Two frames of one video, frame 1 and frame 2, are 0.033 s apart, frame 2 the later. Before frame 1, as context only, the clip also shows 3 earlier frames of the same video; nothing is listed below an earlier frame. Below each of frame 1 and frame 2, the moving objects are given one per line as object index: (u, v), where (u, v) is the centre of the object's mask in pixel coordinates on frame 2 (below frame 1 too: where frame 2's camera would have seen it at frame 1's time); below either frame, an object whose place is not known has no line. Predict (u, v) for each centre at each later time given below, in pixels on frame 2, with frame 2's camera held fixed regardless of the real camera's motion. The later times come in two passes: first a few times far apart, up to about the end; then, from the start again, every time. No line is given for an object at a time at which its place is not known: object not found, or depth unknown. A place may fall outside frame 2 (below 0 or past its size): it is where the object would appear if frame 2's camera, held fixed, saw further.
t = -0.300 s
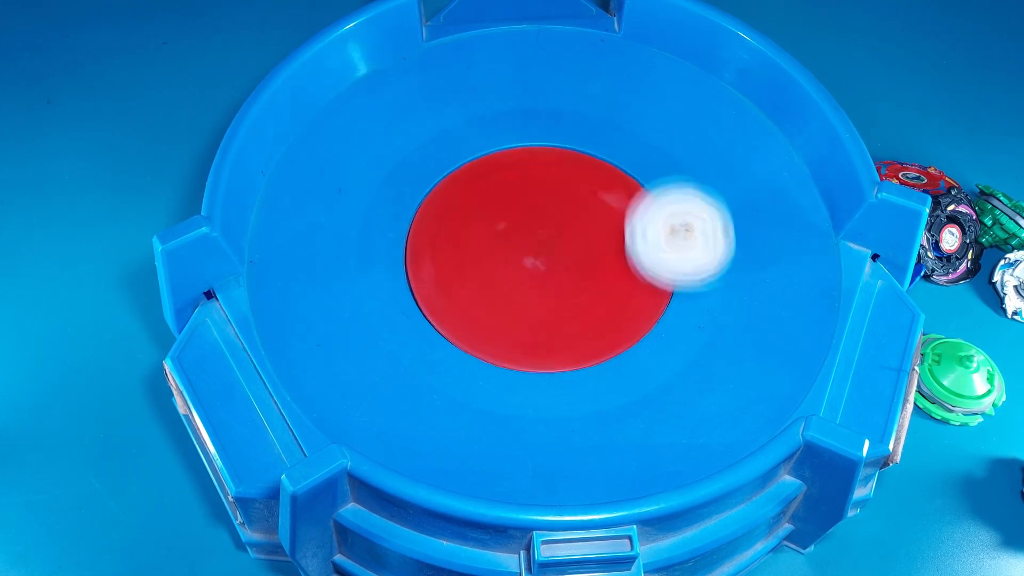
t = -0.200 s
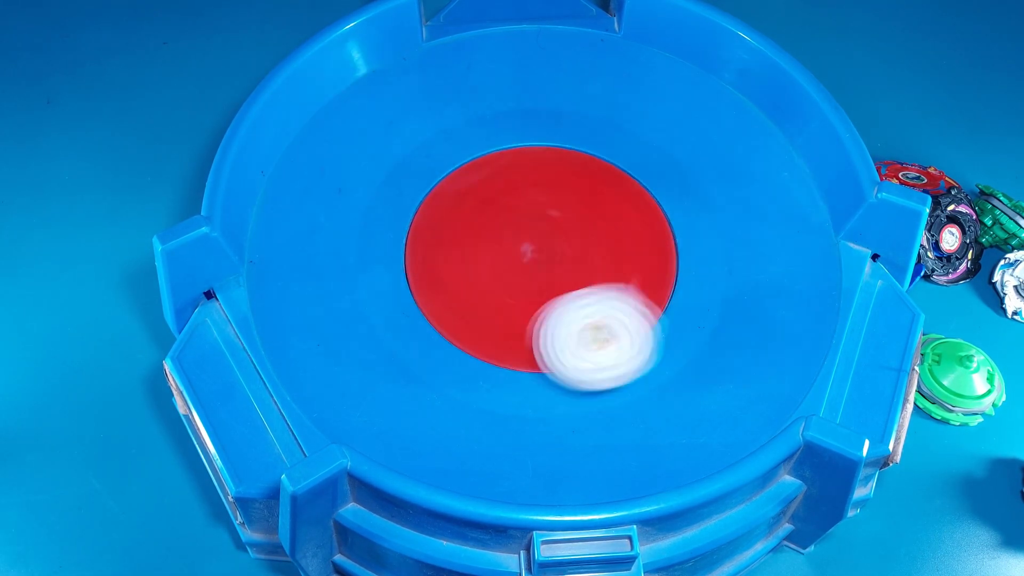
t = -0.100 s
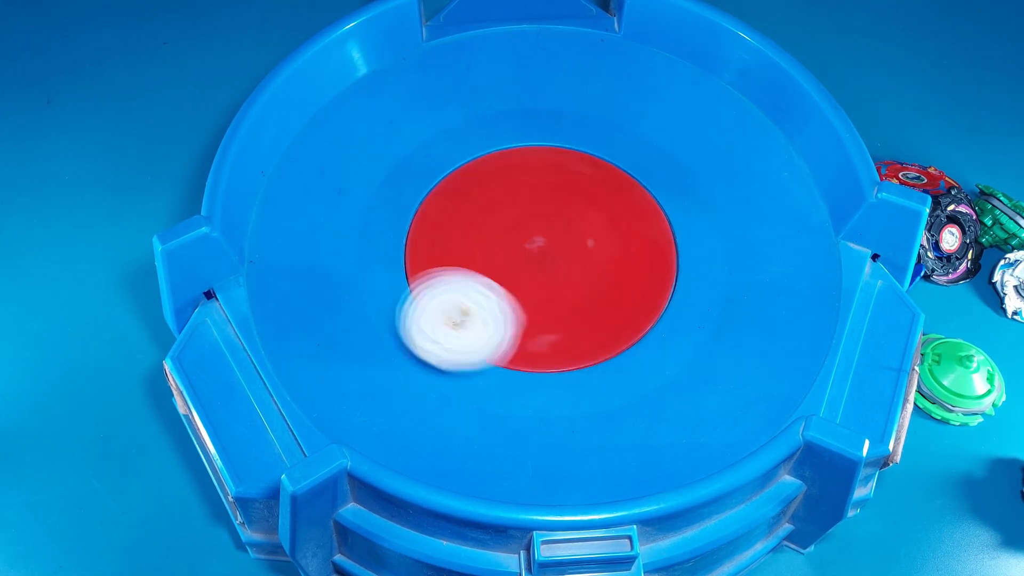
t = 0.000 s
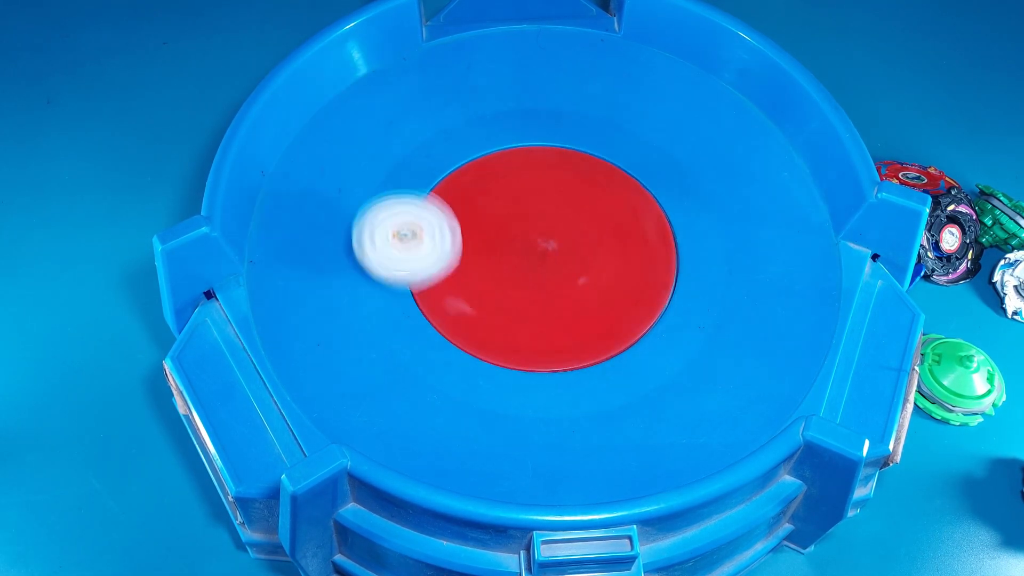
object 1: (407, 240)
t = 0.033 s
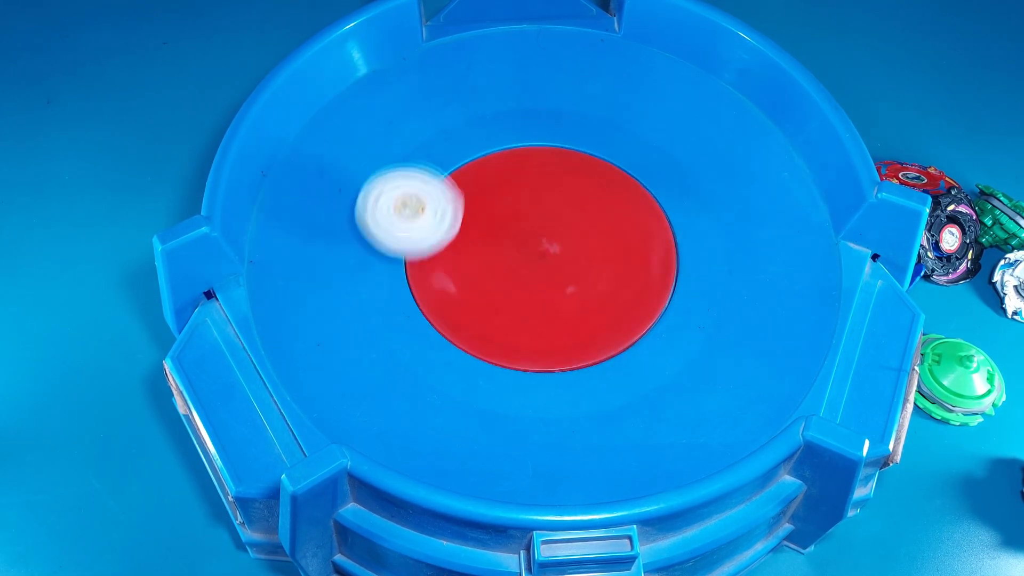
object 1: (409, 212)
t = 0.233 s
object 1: (562, 126)
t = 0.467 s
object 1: (611, 331)
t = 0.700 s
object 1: (406, 228)
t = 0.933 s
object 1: (569, 127)
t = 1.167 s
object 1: (616, 329)
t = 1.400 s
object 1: (406, 234)
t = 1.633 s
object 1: (553, 124)
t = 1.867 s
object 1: (654, 300)
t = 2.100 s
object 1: (410, 256)
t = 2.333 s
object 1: (527, 124)
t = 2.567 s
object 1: (676, 258)
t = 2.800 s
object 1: (423, 285)
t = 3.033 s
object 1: (497, 129)
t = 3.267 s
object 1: (677, 225)
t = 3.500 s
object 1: (444, 309)
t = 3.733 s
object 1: (492, 131)
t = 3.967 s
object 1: (677, 221)
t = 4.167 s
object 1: (488, 334)
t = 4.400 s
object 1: (439, 161)
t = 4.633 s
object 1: (635, 157)
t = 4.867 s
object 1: (556, 344)
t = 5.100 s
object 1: (417, 189)
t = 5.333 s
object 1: (601, 137)
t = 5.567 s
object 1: (595, 337)
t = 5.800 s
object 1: (410, 211)
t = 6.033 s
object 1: (580, 130)
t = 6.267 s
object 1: (620, 327)
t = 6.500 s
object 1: (406, 230)
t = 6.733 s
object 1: (561, 126)
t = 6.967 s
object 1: (644, 309)
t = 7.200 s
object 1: (408, 250)
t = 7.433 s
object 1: (530, 125)
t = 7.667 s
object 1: (665, 284)
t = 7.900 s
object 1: (415, 270)
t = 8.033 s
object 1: (429, 170)
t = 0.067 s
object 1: (420, 185)
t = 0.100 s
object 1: (438, 162)
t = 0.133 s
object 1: (463, 144)
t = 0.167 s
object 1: (492, 132)
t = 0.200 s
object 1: (526, 125)
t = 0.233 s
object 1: (562, 126)
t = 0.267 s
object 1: (601, 137)
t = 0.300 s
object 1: (636, 157)
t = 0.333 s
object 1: (663, 188)
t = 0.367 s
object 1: (679, 225)
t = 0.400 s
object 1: (674, 266)
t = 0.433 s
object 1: (650, 303)
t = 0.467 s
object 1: (611, 331)
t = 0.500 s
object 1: (565, 344)
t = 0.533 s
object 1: (517, 343)
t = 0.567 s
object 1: (476, 330)
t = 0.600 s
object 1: (444, 309)
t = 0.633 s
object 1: (422, 284)
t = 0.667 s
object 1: (410, 256)
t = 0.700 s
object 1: (406, 228)
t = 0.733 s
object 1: (412, 201)
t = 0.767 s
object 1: (425, 176)
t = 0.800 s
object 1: (446, 155)
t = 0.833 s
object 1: (471, 139)
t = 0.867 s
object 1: (500, 129)
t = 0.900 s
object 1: (533, 124)
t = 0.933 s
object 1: (569, 127)
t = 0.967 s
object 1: (604, 138)
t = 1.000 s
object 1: (637, 158)
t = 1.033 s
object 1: (663, 186)
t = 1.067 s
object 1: (678, 224)
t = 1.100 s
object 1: (675, 263)
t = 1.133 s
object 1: (653, 300)
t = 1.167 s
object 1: (616, 329)
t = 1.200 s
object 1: (571, 343)
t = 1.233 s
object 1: (526, 344)
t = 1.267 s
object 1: (483, 332)
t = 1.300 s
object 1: (449, 313)
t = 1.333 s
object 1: (426, 289)
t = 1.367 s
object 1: (411, 262)
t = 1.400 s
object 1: (406, 234)
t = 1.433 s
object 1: (410, 207)
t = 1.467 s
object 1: (422, 181)
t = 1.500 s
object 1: (439, 160)
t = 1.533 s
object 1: (463, 143)
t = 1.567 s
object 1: (490, 131)
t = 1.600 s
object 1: (520, 125)
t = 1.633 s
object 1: (553, 124)
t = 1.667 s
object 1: (587, 131)
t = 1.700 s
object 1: (618, 144)
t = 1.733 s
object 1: (646, 166)
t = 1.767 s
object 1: (667, 194)
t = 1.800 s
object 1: (678, 228)
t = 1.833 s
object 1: (674, 265)
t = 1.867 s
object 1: (654, 300)
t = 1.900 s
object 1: (620, 326)
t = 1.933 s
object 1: (575, 342)
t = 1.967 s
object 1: (528, 344)
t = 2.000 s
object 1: (483, 333)
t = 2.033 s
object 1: (449, 313)
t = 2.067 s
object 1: (423, 286)
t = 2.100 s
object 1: (410, 256)
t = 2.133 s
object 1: (406, 226)
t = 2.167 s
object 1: (412, 199)
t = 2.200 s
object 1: (426, 174)
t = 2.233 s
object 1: (445, 155)
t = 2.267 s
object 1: (469, 139)
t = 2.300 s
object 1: (497, 129)
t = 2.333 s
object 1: (527, 124)
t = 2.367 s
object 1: (557, 125)
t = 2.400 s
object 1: (589, 131)
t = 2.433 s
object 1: (618, 144)
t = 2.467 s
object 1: (645, 165)
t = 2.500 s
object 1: (666, 191)
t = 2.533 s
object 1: (677, 224)
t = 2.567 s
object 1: (676, 258)
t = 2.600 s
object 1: (659, 293)
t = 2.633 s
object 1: (628, 322)
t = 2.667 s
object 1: (584, 340)
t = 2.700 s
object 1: (535, 344)
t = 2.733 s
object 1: (488, 334)
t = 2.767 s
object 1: (449, 313)
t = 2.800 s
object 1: (423, 285)
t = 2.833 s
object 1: (409, 254)
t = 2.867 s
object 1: (406, 224)
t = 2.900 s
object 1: (413, 197)
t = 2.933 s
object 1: (427, 172)
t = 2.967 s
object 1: (447, 153)
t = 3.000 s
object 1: (471, 139)
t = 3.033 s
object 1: (497, 129)
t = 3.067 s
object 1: (527, 124)
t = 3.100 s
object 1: (557, 125)
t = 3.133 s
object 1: (588, 132)
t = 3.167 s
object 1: (618, 144)
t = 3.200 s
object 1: (645, 165)
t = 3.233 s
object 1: (666, 191)
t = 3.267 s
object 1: (677, 225)
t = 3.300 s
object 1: (674, 262)
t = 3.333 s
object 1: (655, 298)
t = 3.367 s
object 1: (620, 326)
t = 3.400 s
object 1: (576, 342)
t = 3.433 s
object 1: (524, 343)
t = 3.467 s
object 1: (480, 331)
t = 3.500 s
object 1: (444, 309)
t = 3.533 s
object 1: (421, 281)
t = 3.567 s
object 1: (406, 224)
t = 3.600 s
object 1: (413, 198)
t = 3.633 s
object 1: (426, 174)
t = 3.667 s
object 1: (444, 156)
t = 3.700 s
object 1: (467, 141)
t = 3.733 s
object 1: (492, 131)
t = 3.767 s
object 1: (520, 125)
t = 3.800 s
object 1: (550, 125)
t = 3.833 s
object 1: (582, 130)
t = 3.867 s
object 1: (613, 143)
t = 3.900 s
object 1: (641, 162)
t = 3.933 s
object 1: (664, 188)
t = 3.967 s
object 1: (677, 221)
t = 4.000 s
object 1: (676, 257)
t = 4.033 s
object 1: (658, 293)
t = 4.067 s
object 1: (627, 322)
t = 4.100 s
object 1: (583, 340)
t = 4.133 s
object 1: (534, 344)
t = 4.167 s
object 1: (488, 334)
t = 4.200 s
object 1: (450, 314)
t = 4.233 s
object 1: (425, 288)
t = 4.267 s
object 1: (410, 259)
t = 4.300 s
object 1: (406, 231)
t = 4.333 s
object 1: (410, 204)
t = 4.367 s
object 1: (422, 180)
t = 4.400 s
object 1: (439, 161)
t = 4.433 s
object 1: (461, 144)
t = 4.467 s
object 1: (486, 133)
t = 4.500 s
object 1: (514, 126)
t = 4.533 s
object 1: (544, 124)
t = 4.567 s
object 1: (575, 128)
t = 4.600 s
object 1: (606, 138)
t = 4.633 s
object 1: (635, 157)
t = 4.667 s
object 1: (659, 180)
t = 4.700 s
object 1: (674, 211)
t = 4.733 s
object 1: (678, 245)
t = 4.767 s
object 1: (667, 281)
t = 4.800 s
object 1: (641, 313)
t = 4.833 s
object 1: (601, 335)
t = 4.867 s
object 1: (556, 344)
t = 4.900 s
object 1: (509, 341)
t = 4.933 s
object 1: (467, 325)
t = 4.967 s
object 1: (436, 301)
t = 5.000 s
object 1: (416, 273)
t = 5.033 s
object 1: (407, 244)
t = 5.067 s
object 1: (407, 215)
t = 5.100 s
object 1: (417, 189)
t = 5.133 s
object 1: (433, 167)
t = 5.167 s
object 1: (453, 150)
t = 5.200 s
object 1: (478, 136)
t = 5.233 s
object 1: (506, 128)
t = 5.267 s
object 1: (537, 124)
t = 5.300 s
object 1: (569, 128)
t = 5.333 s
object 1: (601, 137)
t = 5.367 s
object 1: (632, 157)
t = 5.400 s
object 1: (657, 182)
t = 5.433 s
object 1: (674, 213)
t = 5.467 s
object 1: (677, 249)
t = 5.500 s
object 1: (665, 285)
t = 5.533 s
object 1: (637, 316)
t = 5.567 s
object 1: (595, 337)
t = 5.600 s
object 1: (549, 345)
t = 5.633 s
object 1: (503, 339)
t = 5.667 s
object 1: (462, 322)
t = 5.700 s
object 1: (432, 296)
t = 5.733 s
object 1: (414, 268)
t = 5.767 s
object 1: (407, 239)
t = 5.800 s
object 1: (410, 211)
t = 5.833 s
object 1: (419, 186)
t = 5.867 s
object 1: (435, 165)
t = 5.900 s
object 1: (457, 147)
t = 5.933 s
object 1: (483, 134)
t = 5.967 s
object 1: (513, 127)
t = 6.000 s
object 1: (545, 125)
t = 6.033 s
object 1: (580, 130)
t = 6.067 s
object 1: (614, 144)
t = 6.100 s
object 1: (643, 164)
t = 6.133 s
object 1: (663, 192)
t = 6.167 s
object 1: (676, 226)
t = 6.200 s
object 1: (675, 263)
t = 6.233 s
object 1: (654, 299)
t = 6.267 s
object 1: (620, 327)
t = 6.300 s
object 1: (576, 342)
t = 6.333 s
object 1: (528, 344)
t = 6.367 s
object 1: (484, 333)
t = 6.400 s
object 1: (449, 313)
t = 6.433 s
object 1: (424, 286)
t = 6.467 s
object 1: (410, 258)
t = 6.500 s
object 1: (406, 230)
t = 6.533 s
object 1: (411, 203)
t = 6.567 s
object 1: (424, 179)
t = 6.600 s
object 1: (441, 159)
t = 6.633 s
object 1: (465, 143)
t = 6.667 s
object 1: (494, 131)
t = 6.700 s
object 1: (526, 125)
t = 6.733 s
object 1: (561, 126)
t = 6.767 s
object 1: (595, 135)
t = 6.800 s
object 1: (628, 151)
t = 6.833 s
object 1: (654, 175)
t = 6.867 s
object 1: (672, 204)
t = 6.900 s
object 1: (678, 240)
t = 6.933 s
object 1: (669, 276)
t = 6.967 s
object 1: (644, 309)
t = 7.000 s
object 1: (609, 332)
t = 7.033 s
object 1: (563, 344)
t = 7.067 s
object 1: (515, 342)
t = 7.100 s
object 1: (473, 328)
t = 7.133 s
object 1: (440, 305)
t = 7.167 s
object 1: (419, 279)
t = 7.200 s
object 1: (408, 250)
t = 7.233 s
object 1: (407, 223)
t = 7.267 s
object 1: (413, 197)
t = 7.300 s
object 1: (427, 174)
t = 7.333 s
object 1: (446, 155)
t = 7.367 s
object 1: (470, 140)
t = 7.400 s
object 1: (498, 129)
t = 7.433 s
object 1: (530, 125)
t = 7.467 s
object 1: (565, 127)
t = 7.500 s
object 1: (600, 136)
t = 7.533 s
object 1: (632, 154)
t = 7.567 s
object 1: (657, 180)
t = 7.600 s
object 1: (674, 211)
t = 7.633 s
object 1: (677, 247)
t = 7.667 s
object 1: (665, 284)
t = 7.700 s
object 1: (637, 315)
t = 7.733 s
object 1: (596, 336)
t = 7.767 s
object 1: (549, 343)
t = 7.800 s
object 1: (501, 339)
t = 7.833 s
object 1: (462, 322)
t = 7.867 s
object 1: (433, 297)
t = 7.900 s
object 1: (415, 270)
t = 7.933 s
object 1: (407, 242)
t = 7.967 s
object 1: (408, 216)
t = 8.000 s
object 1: (416, 191)
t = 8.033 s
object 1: (429, 170)
